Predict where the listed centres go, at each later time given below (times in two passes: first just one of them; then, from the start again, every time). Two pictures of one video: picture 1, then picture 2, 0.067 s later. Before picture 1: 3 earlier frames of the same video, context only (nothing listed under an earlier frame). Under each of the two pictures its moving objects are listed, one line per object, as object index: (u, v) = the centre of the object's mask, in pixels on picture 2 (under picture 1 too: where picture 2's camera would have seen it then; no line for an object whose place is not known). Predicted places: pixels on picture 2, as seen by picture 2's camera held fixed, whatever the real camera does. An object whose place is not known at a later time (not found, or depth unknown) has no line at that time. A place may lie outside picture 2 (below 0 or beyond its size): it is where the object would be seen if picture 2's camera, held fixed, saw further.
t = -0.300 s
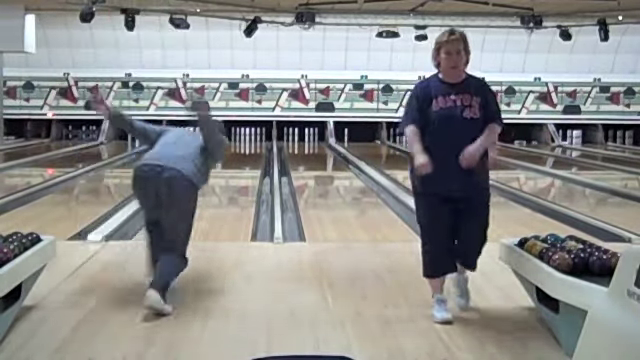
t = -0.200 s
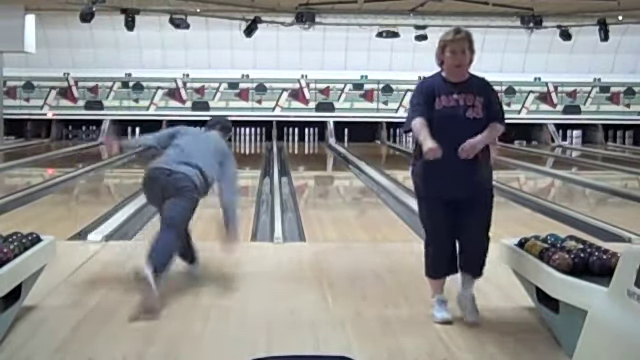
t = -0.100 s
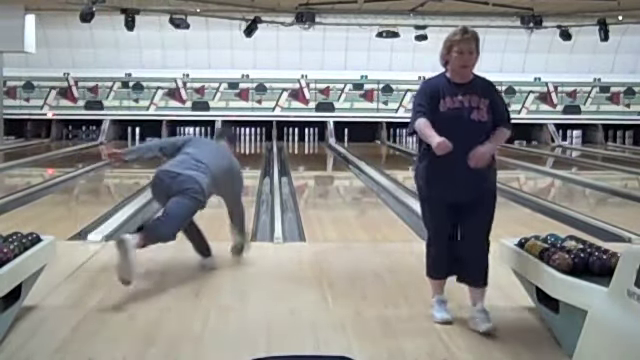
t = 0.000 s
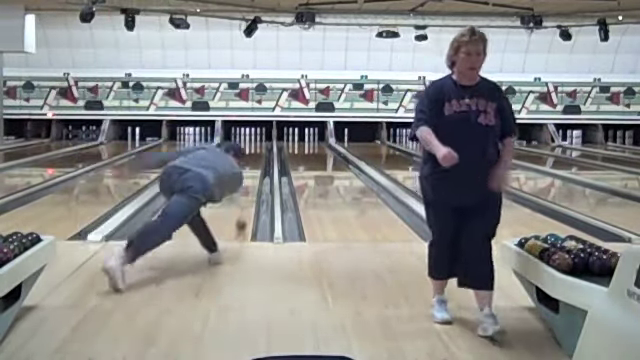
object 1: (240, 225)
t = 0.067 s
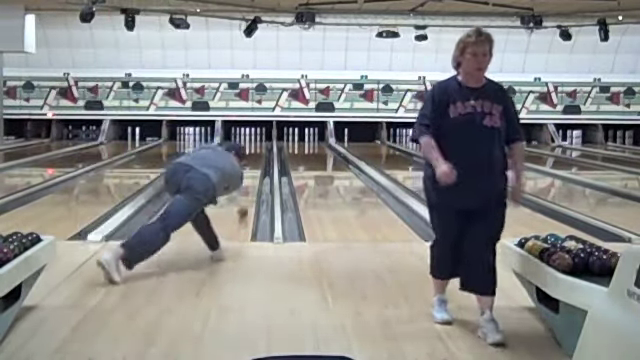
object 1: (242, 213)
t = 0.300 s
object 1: (247, 184)
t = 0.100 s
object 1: (243, 209)
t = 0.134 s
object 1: (243, 205)
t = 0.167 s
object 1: (244, 198)
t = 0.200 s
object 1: (245, 195)
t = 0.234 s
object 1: (245, 192)
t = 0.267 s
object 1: (246, 189)
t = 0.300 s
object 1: (247, 184)
